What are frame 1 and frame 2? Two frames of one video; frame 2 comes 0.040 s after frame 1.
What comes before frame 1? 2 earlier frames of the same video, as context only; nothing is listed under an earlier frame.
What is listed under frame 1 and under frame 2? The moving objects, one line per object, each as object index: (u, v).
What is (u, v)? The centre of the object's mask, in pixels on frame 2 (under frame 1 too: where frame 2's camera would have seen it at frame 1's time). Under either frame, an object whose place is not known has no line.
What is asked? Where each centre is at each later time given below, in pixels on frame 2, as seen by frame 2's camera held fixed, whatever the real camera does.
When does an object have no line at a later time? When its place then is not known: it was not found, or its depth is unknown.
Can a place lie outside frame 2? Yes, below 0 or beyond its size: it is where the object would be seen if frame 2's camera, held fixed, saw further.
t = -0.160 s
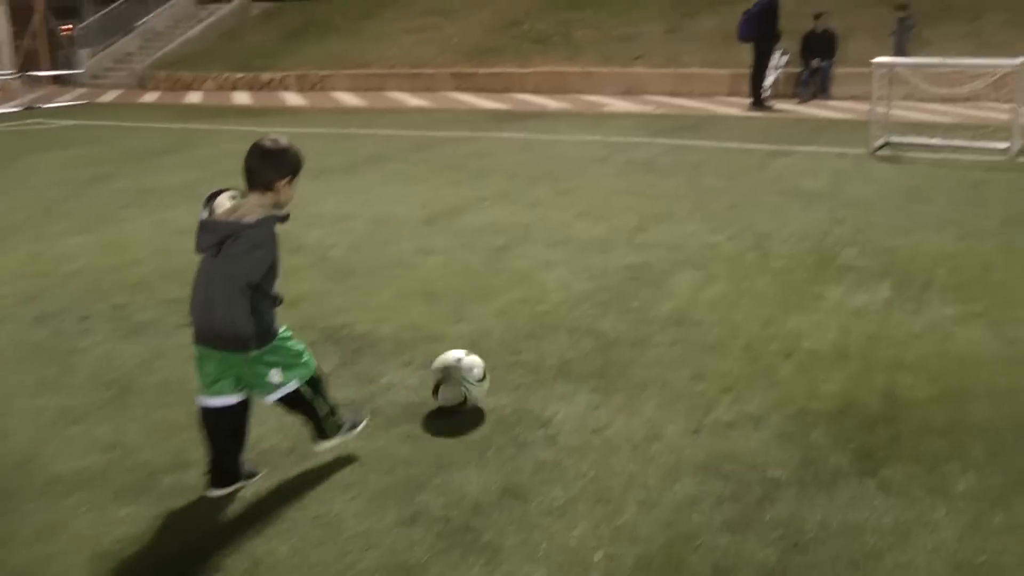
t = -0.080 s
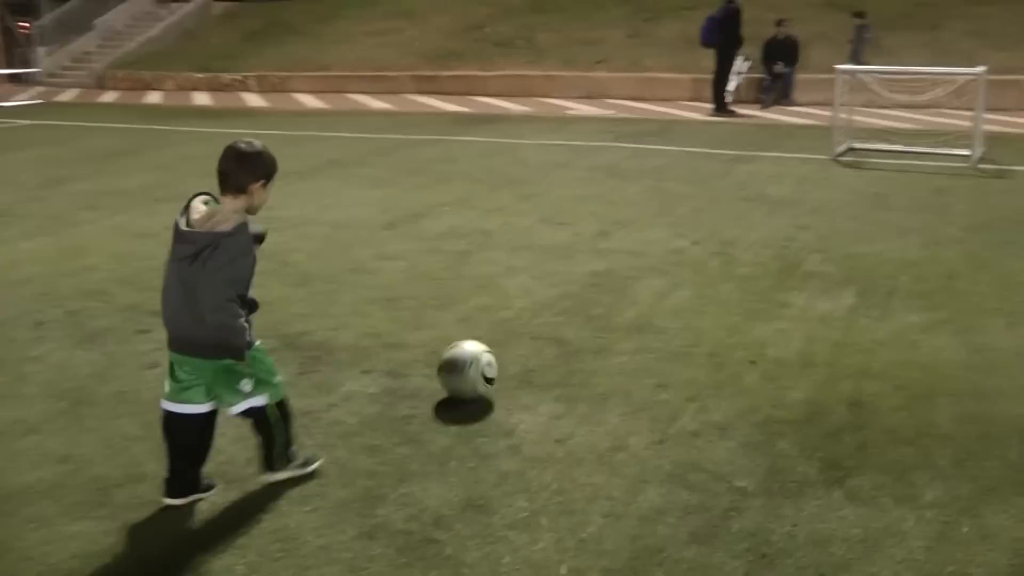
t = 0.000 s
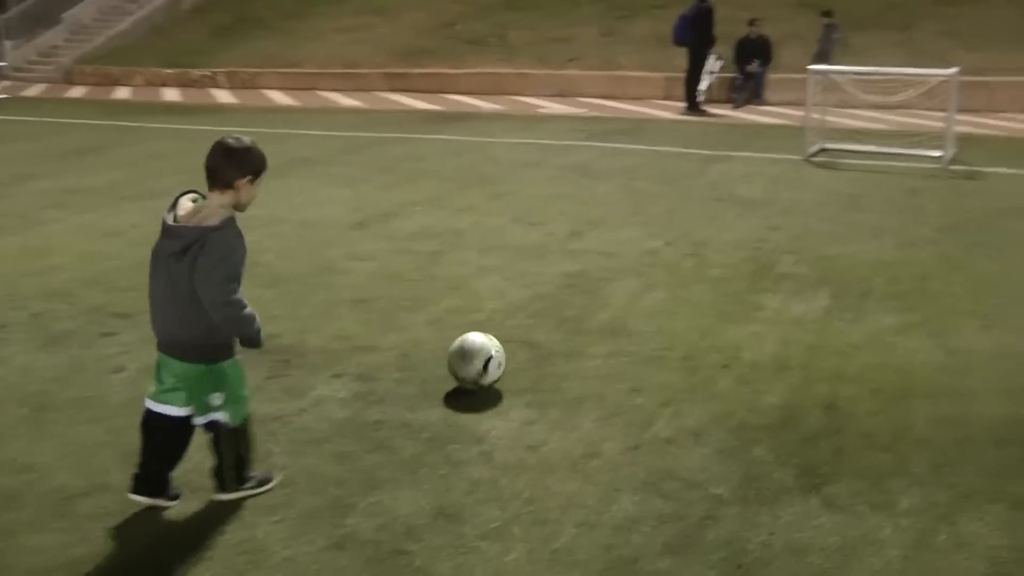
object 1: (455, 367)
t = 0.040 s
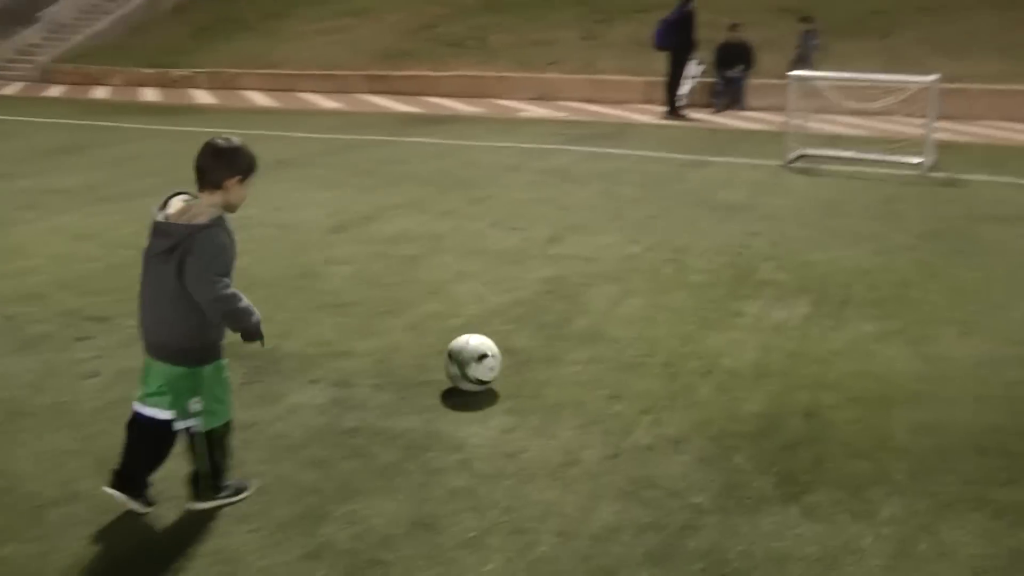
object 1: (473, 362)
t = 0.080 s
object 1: (488, 356)
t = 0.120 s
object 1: (504, 351)
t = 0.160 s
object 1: (517, 345)
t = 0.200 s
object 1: (531, 341)
